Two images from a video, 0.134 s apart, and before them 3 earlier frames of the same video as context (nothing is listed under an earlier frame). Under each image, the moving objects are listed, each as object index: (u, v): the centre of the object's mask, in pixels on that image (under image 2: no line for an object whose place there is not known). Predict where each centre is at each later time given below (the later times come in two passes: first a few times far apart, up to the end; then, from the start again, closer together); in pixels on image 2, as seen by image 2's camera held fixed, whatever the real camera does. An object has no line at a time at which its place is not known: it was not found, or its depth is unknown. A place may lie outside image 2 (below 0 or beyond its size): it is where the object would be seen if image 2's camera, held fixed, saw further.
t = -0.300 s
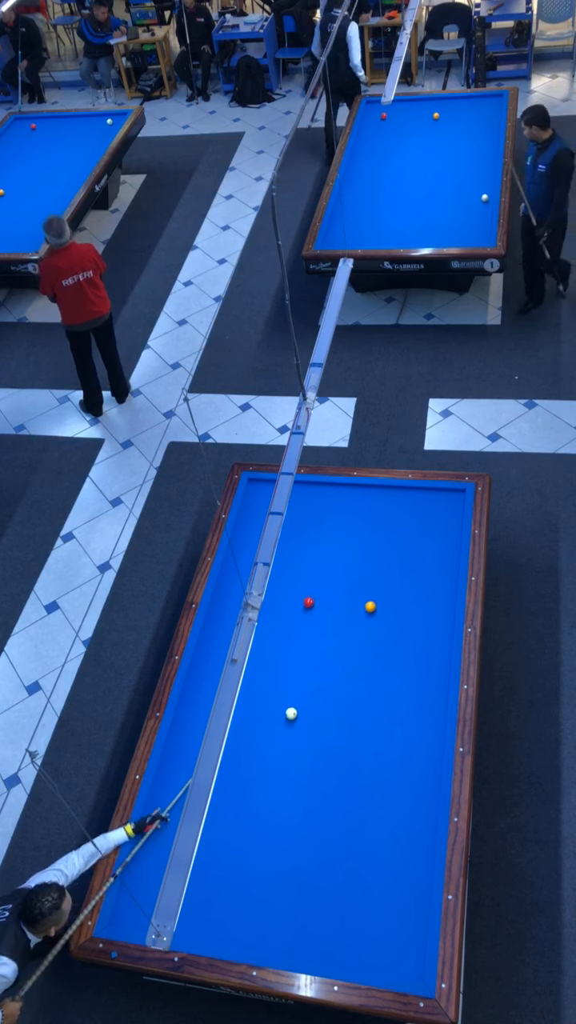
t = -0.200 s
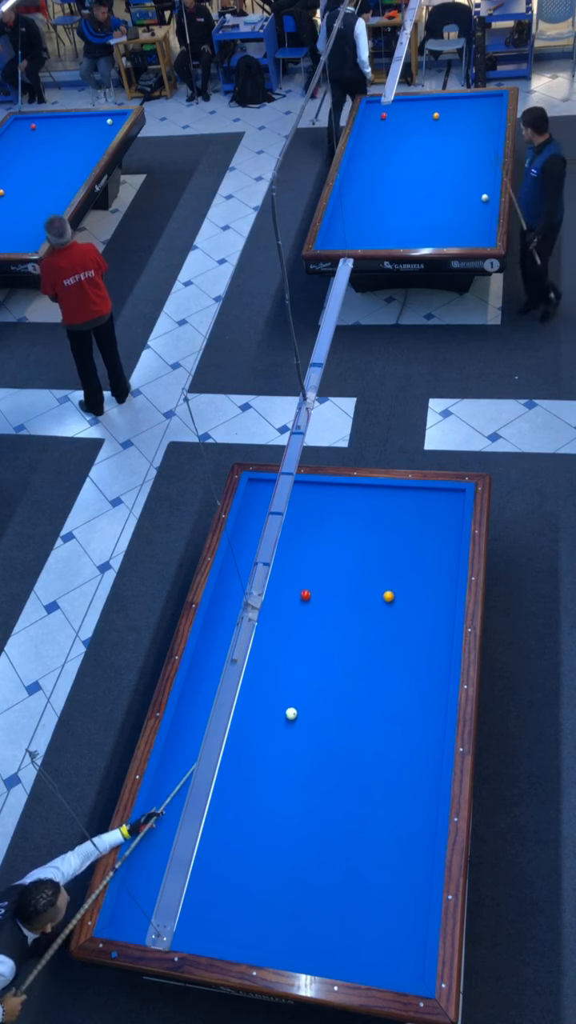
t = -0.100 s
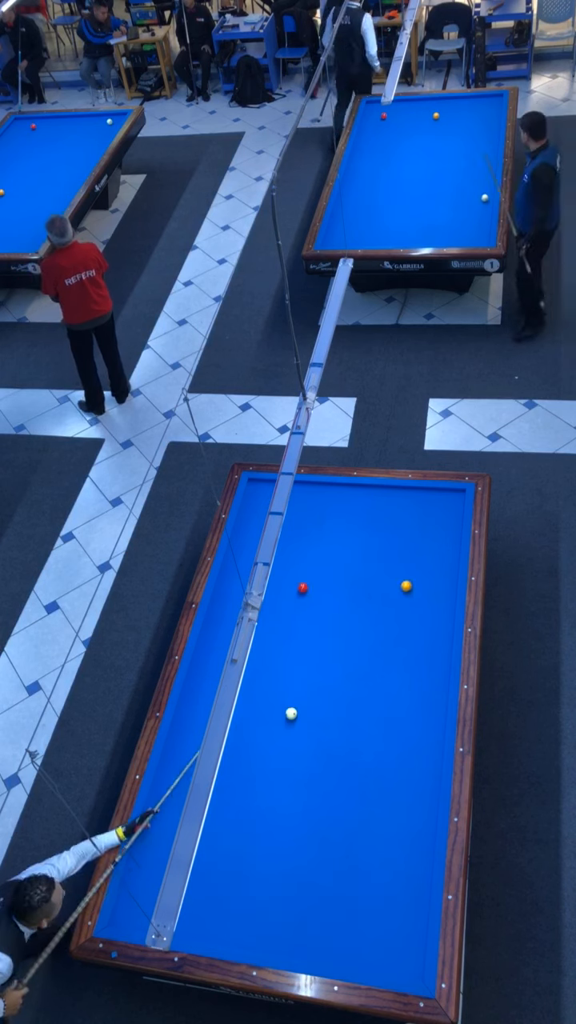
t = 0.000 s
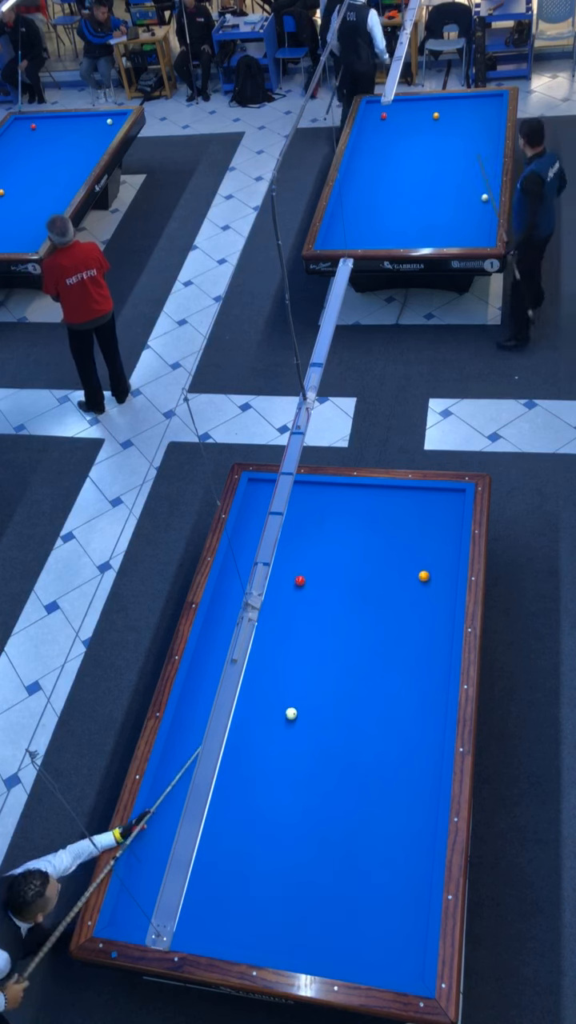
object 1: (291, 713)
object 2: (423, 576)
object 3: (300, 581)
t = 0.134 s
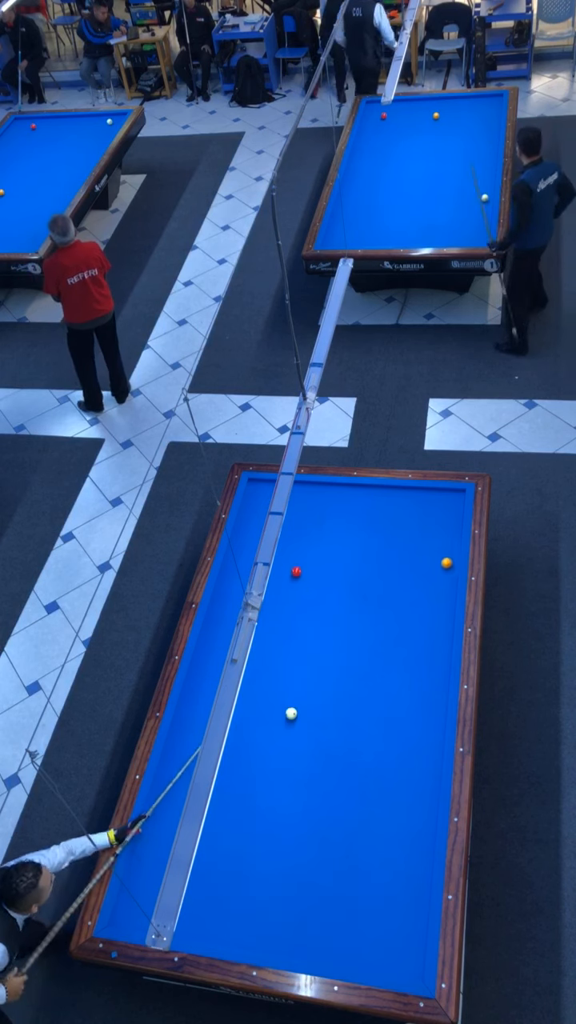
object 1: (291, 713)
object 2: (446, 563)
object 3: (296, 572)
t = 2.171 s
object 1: (291, 713)
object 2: (273, 560)
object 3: (249, 492)
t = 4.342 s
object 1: (291, 713)
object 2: (269, 678)
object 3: (256, 526)
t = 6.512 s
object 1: (327, 759)
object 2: (283, 725)
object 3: (256, 534)
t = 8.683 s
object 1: (347, 789)
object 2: (283, 725)
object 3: (256, 534)
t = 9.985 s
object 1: (348, 790)
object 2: (283, 725)
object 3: (256, 534)
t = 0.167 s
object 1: (291, 713)
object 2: (452, 560)
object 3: (295, 570)
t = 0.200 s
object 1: (291, 713)
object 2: (453, 556)
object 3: (294, 568)
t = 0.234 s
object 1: (291, 713)
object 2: (449, 552)
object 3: (293, 565)
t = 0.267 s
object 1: (291, 713)
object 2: (446, 548)
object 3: (292, 563)
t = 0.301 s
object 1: (291, 713)
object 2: (443, 544)
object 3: (292, 561)
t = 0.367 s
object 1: (291, 713)
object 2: (438, 536)
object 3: (290, 556)
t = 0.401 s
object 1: (291, 713)
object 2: (435, 532)
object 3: (289, 555)
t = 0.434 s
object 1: (291, 713)
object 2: (433, 528)
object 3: (288, 552)
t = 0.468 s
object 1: (291, 713)
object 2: (431, 524)
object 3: (287, 551)
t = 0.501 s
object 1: (291, 713)
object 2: (428, 521)
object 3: (287, 548)
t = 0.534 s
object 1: (291, 713)
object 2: (426, 517)
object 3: (286, 546)
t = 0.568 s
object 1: (291, 713)
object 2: (423, 513)
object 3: (285, 544)
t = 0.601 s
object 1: (291, 713)
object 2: (421, 510)
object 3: (284, 543)
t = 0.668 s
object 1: (291, 713)
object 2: (416, 503)
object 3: (283, 538)
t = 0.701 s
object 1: (291, 713)
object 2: (414, 500)
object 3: (283, 536)
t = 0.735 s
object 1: (291, 713)
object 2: (412, 496)
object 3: (282, 535)
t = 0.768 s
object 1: (291, 713)
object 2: (410, 493)
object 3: (282, 533)
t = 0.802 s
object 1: (291, 713)
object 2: (407, 490)
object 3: (282, 531)
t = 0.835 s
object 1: (291, 713)
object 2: (404, 492)
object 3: (282, 530)
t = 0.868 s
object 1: (291, 713)
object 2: (400, 494)
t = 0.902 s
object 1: (291, 713)
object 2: (397, 497)
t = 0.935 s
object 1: (291, 713)
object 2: (393, 498)
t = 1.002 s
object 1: (291, 713)
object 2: (386, 502)
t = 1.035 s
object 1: (291, 713)
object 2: (383, 503)
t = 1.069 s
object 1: (291, 713)
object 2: (380, 505)
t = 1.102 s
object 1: (291, 713)
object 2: (376, 506)
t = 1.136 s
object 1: (291, 713)
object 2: (373, 508)
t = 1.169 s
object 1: (291, 713)
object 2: (370, 510)
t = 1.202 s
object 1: (291, 713)
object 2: (366, 512)
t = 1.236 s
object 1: (291, 713)
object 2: (363, 513)
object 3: (267, 506)
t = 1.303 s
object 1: (291, 713)
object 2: (356, 517)
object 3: (268, 504)
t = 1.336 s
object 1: (291, 713)
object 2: (353, 518)
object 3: (267, 502)
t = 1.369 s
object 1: (291, 713)
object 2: (349, 520)
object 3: (267, 501)
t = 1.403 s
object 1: (291, 713)
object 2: (346, 522)
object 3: (267, 499)
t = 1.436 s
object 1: (291, 713)
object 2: (342, 523)
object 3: (266, 497)
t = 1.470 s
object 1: (291, 713)
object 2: (339, 525)
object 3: (265, 496)
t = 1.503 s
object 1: (291, 713)
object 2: (336, 527)
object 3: (265, 494)
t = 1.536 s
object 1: (291, 713)
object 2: (332, 529)
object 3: (264, 492)
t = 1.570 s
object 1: (291, 713)
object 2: (329, 530)
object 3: (264, 491)
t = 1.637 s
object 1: (291, 713)
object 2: (322, 534)
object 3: (263, 488)
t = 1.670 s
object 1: (291, 713)
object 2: (319, 535)
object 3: (262, 486)
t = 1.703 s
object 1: (291, 713)
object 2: (316, 537)
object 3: (261, 485)
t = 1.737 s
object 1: (291, 713)
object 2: (312, 539)
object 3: (260, 483)
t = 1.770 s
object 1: (291, 713)
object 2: (309, 540)
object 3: (260, 483)
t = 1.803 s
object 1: (291, 713)
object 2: (306, 542)
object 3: (259, 483)
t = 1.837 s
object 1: (291, 713)
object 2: (303, 544)
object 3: (258, 484)
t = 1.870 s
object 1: (291, 713)
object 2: (299, 545)
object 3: (257, 485)
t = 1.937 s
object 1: (291, 713)
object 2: (293, 549)
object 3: (255, 486)
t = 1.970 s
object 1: (291, 713)
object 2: (289, 550)
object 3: (254, 487)
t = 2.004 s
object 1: (291, 713)
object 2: (286, 552)
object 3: (253, 488)
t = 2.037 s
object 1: (291, 713)
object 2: (283, 553)
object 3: (252, 489)
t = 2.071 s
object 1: (291, 713)
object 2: (279, 555)
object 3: (251, 490)
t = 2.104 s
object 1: (291, 713)
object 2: (277, 557)
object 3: (250, 491)
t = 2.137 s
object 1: (291, 713)
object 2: (275, 559)
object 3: (249, 491)
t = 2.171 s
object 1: (291, 713)
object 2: (273, 560)
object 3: (249, 492)
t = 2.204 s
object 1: (291, 713)
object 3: (248, 493)
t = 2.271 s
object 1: (291, 713)
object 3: (248, 494)
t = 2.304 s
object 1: (291, 713)
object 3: (248, 495)
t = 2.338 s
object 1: (291, 713)
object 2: (251, 567)
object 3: (248, 495)
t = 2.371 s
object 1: (291, 713)
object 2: (249, 569)
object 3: (249, 496)
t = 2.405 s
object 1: (291, 713)
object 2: (246, 571)
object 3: (249, 497)
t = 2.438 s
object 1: (291, 713)
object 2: (243, 573)
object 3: (249, 497)
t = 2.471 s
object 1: (291, 713)
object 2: (240, 575)
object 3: (249, 498)
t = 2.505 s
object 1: (291, 713)
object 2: (237, 576)
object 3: (249, 499)
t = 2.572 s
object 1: (291, 713)
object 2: (230, 580)
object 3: (249, 500)
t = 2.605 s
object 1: (291, 713)
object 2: (227, 582)
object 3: (250, 501)
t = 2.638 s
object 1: (291, 713)
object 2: (224, 583)
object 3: (250, 501)
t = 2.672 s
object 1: (291, 713)
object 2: (220, 585)
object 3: (250, 502)
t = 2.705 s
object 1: (291, 713)
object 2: (220, 586)
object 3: (250, 502)
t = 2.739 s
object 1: (291, 713)
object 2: (221, 588)
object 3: (250, 503)
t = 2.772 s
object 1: (291, 713)
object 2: (222, 590)
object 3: (250, 503)
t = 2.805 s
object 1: (291, 713)
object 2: (223, 592)
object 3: (251, 504)
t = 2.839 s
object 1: (291, 713)
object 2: (224, 594)
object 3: (251, 505)
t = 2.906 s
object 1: (291, 713)
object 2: (226, 598)
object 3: (251, 506)
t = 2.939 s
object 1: (291, 713)
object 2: (227, 600)
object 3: (251, 507)
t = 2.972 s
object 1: (291, 713)
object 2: (228, 602)
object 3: (251, 507)
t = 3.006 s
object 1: (291, 713)
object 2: (229, 603)
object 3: (251, 508)
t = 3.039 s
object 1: (291, 713)
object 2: (230, 605)
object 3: (252, 508)
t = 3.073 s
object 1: (291, 713)
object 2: (231, 607)
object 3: (252, 509)
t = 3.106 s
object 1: (291, 713)
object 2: (232, 609)
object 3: (252, 509)
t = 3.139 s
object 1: (291, 713)
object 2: (233, 611)
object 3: (252, 510)
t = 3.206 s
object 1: (291, 713)
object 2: (234, 615)
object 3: (252, 511)
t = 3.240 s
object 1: (291, 713)
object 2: (235, 616)
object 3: (252, 511)
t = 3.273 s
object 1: (291, 713)
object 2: (235, 618)
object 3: (252, 512)
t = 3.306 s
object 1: (291, 713)
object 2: (235, 620)
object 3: (252, 513)
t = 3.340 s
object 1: (291, 713)
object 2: (236, 621)
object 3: (252, 513)
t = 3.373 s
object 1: (291, 713)
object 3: (252, 514)
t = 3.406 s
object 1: (291, 713)
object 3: (252, 514)
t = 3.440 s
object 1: (291, 713)
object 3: (253, 514)
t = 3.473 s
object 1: (291, 713)
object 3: (253, 515)
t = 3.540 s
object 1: (291, 713)
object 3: (253, 516)
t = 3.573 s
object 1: (291, 713)
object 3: (253, 517)
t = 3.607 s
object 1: (291, 713)
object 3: (253, 517)
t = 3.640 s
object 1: (291, 713)
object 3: (253, 517)
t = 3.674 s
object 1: (291, 713)
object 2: (253, 642)
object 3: (254, 518)
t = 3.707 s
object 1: (291, 713)
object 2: (253, 644)
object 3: (254, 518)
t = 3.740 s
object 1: (291, 713)
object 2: (253, 645)
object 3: (254, 518)
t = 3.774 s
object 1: (291, 713)
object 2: (253, 647)
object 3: (254, 519)
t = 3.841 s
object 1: (291, 713)
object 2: (254, 651)
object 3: (254, 520)
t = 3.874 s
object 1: (291, 713)
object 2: (255, 652)
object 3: (254, 520)
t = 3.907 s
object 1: (291, 713)
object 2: (256, 654)
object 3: (255, 520)
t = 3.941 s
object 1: (291, 713)
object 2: (257, 656)
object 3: (255, 521)
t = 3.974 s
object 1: (291, 713)
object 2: (258, 658)
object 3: (255, 522)
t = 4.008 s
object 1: (291, 713)
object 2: (259, 660)
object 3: (255, 522)
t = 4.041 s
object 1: (291, 713)
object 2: (260, 662)
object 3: (255, 522)
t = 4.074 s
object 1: (291, 713)
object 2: (261, 663)
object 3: (255, 523)
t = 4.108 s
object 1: (291, 713)
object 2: (262, 665)
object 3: (255, 523)
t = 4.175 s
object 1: (291, 713)
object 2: (264, 669)
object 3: (255, 524)
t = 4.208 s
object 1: (291, 713)
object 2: (265, 671)
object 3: (255, 524)
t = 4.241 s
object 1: (291, 713)
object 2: (266, 673)
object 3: (256, 524)
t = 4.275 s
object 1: (291, 713)
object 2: (267, 675)
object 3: (256, 525)
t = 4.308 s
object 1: (291, 713)
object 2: (268, 677)
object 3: (256, 525)
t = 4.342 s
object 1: (291, 713)
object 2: (269, 678)
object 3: (256, 526)
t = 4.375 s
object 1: (291, 713)
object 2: (270, 680)
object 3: (256, 526)
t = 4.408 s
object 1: (291, 713)
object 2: (271, 682)
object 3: (256, 526)
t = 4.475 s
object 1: (291, 713)
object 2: (273, 686)
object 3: (256, 527)
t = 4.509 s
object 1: (291, 713)
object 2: (274, 688)
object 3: (256, 527)
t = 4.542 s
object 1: (291, 713)
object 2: (275, 689)
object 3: (256, 527)
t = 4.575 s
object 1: (291, 713)
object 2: (276, 691)
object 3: (256, 528)
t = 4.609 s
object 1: (291, 713)
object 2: (277, 693)
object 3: (256, 528)
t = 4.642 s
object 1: (291, 713)
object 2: (278, 695)
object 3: (256, 528)
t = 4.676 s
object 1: (291, 713)
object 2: (279, 697)
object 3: (256, 528)
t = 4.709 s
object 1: (291, 713)
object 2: (280, 699)
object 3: (256, 528)
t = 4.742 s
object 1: (291, 713)
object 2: (281, 700)
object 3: (256, 529)
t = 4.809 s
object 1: (291, 713)
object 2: (283, 704)
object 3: (256, 529)
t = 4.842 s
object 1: (291, 713)
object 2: (283, 705)
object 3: (256, 530)
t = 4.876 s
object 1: (292, 715)
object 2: (283, 706)
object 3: (256, 530)
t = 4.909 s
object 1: (293, 716)
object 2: (283, 707)
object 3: (256, 530)
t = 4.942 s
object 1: (294, 717)
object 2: (283, 707)
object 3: (256, 530)
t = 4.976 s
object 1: (295, 718)
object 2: (284, 708)
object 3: (256, 530)
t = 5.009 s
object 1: (295, 719)
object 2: (284, 708)
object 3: (257, 531)
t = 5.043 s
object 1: (296, 720)
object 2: (284, 709)
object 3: (257, 531)
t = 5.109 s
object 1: (298, 722)
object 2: (284, 710)
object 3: (257, 531)
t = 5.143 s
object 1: (299, 723)
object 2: (284, 711)
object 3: (257, 532)
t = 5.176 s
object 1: (299, 724)
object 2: (283, 711)
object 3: (257, 532)
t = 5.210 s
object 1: (300, 725)
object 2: (283, 712)
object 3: (257, 532)
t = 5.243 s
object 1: (301, 726)
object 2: (284, 712)
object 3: (257, 532)
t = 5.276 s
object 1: (302, 727)
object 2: (284, 713)
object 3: (257, 532)
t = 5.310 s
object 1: (303, 728)
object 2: (284, 713)
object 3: (257, 532)
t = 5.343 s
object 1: (304, 729)
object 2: (284, 714)
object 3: (257, 533)
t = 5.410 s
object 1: (305, 731)
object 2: (284, 715)
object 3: (257, 533)
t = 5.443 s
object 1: (306, 732)
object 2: (284, 715)
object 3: (257, 533)
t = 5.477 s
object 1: (306, 733)
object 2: (284, 716)
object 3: (257, 533)
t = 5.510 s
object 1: (307, 734)
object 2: (284, 716)
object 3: (257, 533)
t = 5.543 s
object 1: (308, 735)
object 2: (284, 717)
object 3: (257, 533)
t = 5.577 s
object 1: (309, 736)
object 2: (284, 717)
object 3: (257, 533)
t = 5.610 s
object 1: (309, 737)
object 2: (284, 717)
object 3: (257, 533)
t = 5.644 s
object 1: (310, 737)
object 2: (284, 718)
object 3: (257, 533)
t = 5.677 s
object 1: (311, 738)
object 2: (284, 718)
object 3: (257, 533)
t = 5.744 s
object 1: (312, 740)
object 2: (283, 719)
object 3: (256, 534)
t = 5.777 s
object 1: (313, 741)
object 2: (284, 719)
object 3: (256, 534)
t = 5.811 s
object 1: (314, 742)
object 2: (284, 720)
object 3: (256, 534)
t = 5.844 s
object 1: (314, 743)
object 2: (283, 720)
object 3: (256, 534)
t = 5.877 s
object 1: (315, 744)
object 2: (283, 720)
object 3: (256, 534)
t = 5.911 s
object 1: (316, 744)
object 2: (283, 721)
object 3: (256, 534)
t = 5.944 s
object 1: (316, 745)
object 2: (283, 721)
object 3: (256, 534)
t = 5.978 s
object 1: (317, 746)
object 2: (283, 721)
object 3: (256, 534)
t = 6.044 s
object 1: (318, 748)
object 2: (283, 722)
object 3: (256, 534)
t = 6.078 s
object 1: (319, 749)
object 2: (283, 722)
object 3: (256, 534)
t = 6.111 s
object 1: (320, 750)
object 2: (283, 723)
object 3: (256, 534)
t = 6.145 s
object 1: (320, 750)
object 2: (284, 723)
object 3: (256, 534)
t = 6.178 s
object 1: (321, 751)
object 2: (283, 723)
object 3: (256, 534)
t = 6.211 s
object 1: (321, 752)
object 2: (284, 723)
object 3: (256, 534)
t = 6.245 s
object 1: (322, 753)
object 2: (283, 724)
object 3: (256, 534)
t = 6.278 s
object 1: (323, 754)
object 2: (283, 724)
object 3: (256, 534)
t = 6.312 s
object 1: (323, 754)
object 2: (283, 724)
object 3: (256, 534)
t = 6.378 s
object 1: (324, 756)
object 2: (283, 724)
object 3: (256, 534)
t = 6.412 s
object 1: (325, 757)
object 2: (283, 725)
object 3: (256, 534)
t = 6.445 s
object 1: (326, 757)
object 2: (283, 725)
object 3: (256, 534)
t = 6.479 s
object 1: (326, 758)
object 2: (283, 725)
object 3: (256, 534)
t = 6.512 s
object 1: (327, 759)
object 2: (283, 725)
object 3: (256, 534)
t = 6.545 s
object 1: (327, 760)
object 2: (283, 725)
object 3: (256, 534)
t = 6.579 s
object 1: (328, 760)
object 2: (283, 725)
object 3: (256, 534)
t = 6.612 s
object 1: (328, 761)
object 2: (283, 725)
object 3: (256, 534)
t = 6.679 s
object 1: (329, 763)
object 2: (283, 725)
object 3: (256, 534)
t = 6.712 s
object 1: (330, 763)
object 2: (283, 726)
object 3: (256, 534)
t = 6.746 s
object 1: (330, 764)
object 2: (283, 726)
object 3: (256, 534)
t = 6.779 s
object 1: (331, 765)
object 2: (283, 726)
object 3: (256, 534)
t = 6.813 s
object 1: (331, 765)
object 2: (283, 726)
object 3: (256, 534)
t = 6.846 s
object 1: (332, 766)
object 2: (283, 726)
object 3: (256, 534)
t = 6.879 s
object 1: (332, 767)
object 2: (283, 726)
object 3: (256, 534)
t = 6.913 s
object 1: (333, 768)
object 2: (283, 726)
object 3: (256, 534)
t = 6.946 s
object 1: (333, 768)
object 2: (283, 726)
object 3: (256, 534)
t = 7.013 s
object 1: (334, 770)
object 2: (283, 726)
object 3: (256, 534)
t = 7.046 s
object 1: (335, 770)
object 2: (283, 726)
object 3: (256, 534)
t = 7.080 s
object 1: (335, 771)
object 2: (283, 726)
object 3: (256, 534)
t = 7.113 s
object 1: (335, 771)
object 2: (283, 726)
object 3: (256, 534)
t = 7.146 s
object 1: (336, 772)
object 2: (283, 726)
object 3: (256, 534)
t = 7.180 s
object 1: (336, 773)
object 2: (283, 726)
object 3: (256, 534)
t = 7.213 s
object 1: (336, 773)
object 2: (283, 725)
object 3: (256, 534)
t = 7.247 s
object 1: (337, 774)
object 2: (283, 725)
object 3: (256, 534)
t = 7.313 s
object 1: (338, 775)
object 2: (283, 725)
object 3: (256, 534)
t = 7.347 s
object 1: (338, 775)
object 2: (283, 725)
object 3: (256, 534)
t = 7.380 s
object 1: (338, 776)
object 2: (283, 725)
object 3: (256, 534)
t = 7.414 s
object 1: (339, 777)
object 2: (283, 725)
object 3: (256, 534)
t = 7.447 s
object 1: (339, 777)
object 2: (283, 725)
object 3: (256, 534)
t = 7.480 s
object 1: (340, 778)
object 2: (283, 725)
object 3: (256, 534)
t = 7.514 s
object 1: (340, 778)
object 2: (283, 725)
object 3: (256, 534)
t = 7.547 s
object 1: (340, 778)
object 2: (283, 725)
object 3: (256, 534)
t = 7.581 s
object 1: (340, 779)
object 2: (284, 725)
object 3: (256, 534)
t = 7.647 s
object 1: (341, 780)
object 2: (283, 725)
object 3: (256, 534)
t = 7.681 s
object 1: (341, 780)
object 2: (283, 725)
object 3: (256, 534)
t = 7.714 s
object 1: (342, 781)
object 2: (284, 725)
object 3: (256, 534)
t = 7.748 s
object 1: (342, 781)
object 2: (283, 725)
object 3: (256, 534)
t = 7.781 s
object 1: (342, 782)
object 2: (284, 725)
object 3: (256, 534)
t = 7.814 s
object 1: (343, 782)
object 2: (283, 725)
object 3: (256, 534)
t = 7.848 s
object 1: (343, 783)
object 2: (283, 725)
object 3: (256, 534)
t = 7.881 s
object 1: (343, 783)
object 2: (283, 725)
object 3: (256, 534)
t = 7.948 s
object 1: (344, 784)
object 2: (283, 725)
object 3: (256, 534)
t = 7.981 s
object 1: (344, 784)
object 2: (284, 725)
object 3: (257, 534)
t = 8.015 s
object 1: (344, 784)
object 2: (284, 725)
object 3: (256, 534)
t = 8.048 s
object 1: (344, 785)
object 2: (283, 725)
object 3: (256, 534)
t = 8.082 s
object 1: (345, 785)
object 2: (283, 725)
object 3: (256, 534)
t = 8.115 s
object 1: (345, 785)
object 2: (283, 725)
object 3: (256, 534)
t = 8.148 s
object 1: (345, 786)
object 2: (283, 725)
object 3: (256, 534)
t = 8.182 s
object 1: (345, 786)
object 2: (283, 725)
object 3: (256, 534)
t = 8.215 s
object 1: (346, 786)
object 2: (283, 725)
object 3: (256, 534)
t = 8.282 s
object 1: (346, 787)
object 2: (283, 725)
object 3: (256, 534)
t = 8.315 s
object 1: (346, 787)
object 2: (283, 725)
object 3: (256, 534)
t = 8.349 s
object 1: (346, 787)
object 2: (283, 725)
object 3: (256, 534)
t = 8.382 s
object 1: (346, 787)
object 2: (283, 725)
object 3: (256, 534)
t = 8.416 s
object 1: (346, 788)
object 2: (284, 725)
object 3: (256, 534)
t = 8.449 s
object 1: (347, 788)
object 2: (283, 725)
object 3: (256, 534)
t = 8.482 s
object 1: (347, 788)
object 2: (283, 725)
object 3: (256, 534)
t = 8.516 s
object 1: (347, 788)
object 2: (283, 725)
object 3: (256, 534)
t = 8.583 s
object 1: (347, 789)
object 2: (283, 725)
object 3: (256, 534)
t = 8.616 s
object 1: (347, 789)
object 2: (283, 725)
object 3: (256, 534)
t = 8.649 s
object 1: (347, 789)
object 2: (283, 725)
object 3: (256, 534)
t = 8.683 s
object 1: (347, 789)
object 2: (283, 725)
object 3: (256, 534)
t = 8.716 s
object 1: (347, 789)
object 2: (283, 725)
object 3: (256, 534)
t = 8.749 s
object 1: (347, 789)
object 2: (283, 725)
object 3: (256, 534)
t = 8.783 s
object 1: (347, 789)
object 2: (283, 725)
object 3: (256, 534)
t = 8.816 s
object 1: (347, 789)
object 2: (283, 725)
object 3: (256, 534)
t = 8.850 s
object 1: (347, 790)
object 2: (283, 725)
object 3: (256, 534)
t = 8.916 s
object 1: (348, 790)
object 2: (283, 725)
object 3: (256, 534)
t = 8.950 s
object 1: (348, 790)
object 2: (283, 725)
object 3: (256, 534)
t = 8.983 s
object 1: (348, 790)
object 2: (283, 725)
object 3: (256, 534)
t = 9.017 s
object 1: (348, 790)
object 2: (283, 725)
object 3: (256, 534)
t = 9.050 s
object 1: (348, 790)
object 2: (284, 725)
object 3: (256, 534)
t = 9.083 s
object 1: (348, 790)
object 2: (283, 725)
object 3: (256, 534)
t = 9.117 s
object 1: (348, 790)
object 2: (283, 725)
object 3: (256, 534)
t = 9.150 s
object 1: (348, 790)
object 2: (283, 725)
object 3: (256, 534)
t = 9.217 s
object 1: (348, 790)
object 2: (284, 725)
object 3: (256, 534)
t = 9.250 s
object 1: (348, 790)
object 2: (283, 725)
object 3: (256, 534)
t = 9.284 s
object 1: (348, 790)
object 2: (283, 725)
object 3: (256, 534)
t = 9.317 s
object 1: (348, 790)
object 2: (283, 725)
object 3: (256, 534)
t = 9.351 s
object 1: (348, 790)
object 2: (283, 725)
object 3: (256, 534)
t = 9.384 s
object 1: (348, 790)
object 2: (283, 725)
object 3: (256, 534)
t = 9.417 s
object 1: (348, 790)
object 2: (283, 725)
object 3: (256, 534)
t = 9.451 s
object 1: (348, 790)
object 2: (283, 725)
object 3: (256, 534)
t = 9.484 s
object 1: (348, 790)
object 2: (283, 725)
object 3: (256, 534)
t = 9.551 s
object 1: (348, 790)
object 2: (283, 725)
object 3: (256, 534)
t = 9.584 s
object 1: (348, 790)
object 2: (283, 725)
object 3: (256, 534)
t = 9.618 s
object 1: (348, 790)
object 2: (283, 725)
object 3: (256, 534)
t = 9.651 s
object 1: (348, 790)
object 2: (283, 725)
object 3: (256, 534)
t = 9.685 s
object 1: (348, 790)
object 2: (283, 725)
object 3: (256, 534)
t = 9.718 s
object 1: (348, 790)
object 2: (283, 725)
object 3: (256, 534)
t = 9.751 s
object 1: (348, 790)
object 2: (283, 725)
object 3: (256, 534)
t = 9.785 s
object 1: (348, 790)
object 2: (283, 725)
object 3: (256, 534)
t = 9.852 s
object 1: (348, 790)
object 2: (283, 725)
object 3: (256, 534)
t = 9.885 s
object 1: (348, 790)
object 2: (283, 725)
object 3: (256, 534)
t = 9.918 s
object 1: (348, 790)
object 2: (283, 725)
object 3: (256, 534)
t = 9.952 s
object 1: (348, 790)
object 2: (283, 725)
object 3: (256, 534)
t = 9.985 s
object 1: (348, 790)
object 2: (283, 725)
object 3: (256, 534)
